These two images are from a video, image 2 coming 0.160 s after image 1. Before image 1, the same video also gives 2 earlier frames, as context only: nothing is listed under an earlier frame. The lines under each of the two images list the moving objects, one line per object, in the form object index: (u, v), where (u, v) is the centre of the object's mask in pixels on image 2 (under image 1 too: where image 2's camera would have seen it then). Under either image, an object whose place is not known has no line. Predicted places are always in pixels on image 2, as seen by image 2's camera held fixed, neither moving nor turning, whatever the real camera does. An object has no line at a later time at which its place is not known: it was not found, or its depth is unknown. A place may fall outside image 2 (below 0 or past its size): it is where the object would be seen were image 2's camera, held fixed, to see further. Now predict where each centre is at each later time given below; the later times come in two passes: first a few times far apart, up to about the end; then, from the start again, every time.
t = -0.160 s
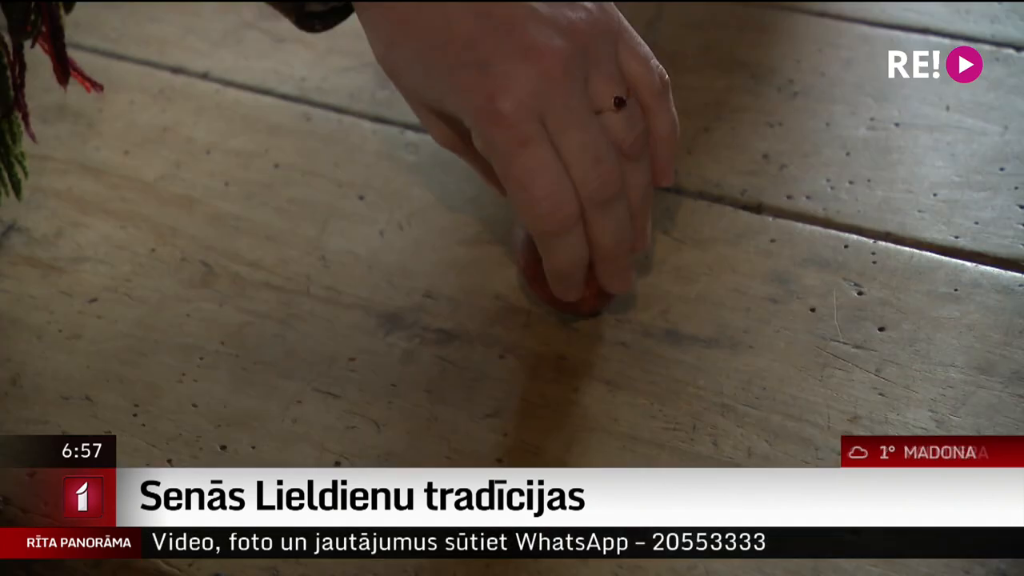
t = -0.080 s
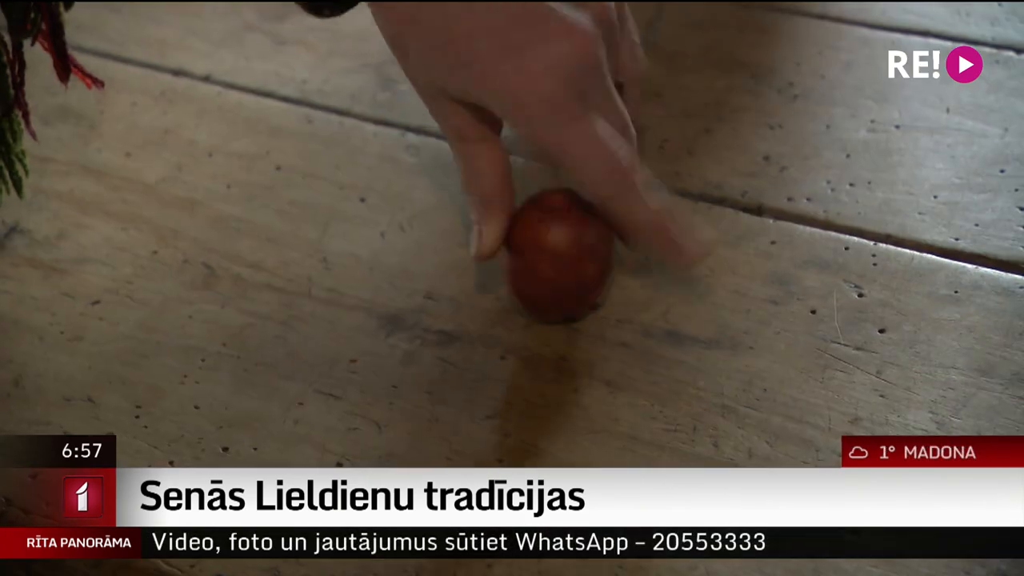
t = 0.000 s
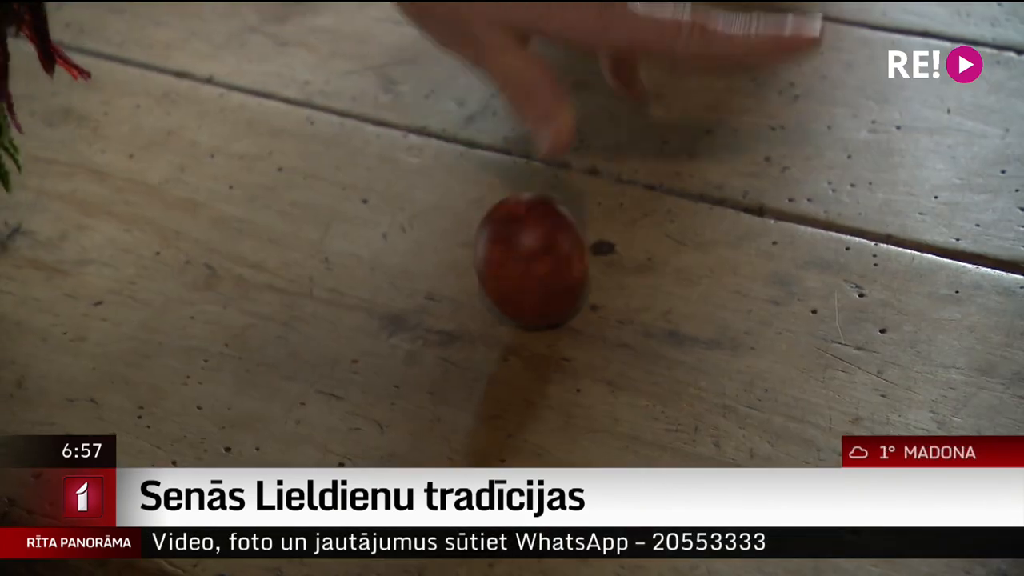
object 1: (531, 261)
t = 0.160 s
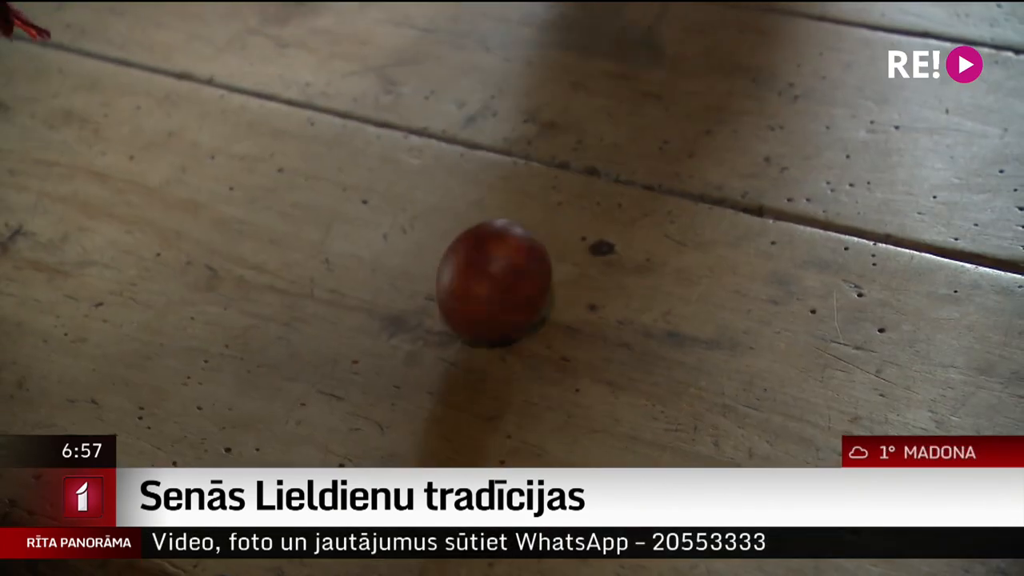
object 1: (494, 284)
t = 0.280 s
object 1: (483, 299)
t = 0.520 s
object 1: (511, 330)
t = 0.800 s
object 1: (575, 325)
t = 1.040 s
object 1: (612, 292)
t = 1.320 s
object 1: (605, 253)
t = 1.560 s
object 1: (559, 238)
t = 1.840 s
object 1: (501, 244)
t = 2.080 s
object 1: (461, 263)
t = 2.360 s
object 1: (406, 290)
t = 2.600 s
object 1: (364, 309)
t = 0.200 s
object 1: (488, 290)
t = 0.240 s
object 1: (485, 295)
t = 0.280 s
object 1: (483, 299)
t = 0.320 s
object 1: (482, 303)
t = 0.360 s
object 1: (485, 309)
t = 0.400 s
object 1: (490, 315)
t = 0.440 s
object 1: (495, 321)
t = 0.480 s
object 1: (502, 327)
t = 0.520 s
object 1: (511, 330)
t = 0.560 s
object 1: (522, 330)
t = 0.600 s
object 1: (530, 328)
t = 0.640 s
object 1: (538, 326)
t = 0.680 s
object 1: (548, 326)
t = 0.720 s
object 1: (557, 326)
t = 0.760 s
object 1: (566, 326)
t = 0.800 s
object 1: (575, 325)
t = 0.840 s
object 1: (586, 318)
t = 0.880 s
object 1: (594, 311)
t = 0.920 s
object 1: (598, 305)
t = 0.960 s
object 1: (603, 299)
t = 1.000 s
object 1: (608, 295)
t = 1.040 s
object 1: (612, 292)
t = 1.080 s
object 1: (616, 289)
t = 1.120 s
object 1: (618, 284)
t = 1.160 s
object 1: (619, 276)
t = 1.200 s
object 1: (615, 271)
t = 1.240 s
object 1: (614, 262)
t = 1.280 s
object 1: (610, 256)
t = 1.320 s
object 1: (605, 253)
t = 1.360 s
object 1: (600, 250)
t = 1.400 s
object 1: (594, 246)
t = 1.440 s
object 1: (585, 243)
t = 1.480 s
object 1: (576, 240)
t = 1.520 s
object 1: (569, 240)
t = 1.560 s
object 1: (559, 238)
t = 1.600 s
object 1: (550, 237)
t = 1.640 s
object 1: (542, 237)
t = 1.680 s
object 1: (536, 237)
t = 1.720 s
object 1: (527, 238)
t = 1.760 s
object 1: (519, 239)
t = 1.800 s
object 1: (510, 242)
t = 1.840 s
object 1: (501, 244)
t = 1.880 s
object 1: (494, 247)
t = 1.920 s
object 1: (489, 248)
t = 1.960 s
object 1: (484, 250)
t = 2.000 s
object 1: (476, 253)
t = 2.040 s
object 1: (468, 258)
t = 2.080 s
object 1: (461, 263)
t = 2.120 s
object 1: (451, 265)
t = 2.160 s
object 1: (443, 269)
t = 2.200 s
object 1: (436, 272)
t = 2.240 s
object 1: (430, 276)
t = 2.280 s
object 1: (422, 281)
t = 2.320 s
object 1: (414, 286)
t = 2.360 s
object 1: (406, 290)
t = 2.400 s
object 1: (397, 295)
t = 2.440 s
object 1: (392, 296)
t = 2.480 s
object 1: (386, 298)
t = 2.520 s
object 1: (379, 302)
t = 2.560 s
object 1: (370, 306)
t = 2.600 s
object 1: (364, 309)
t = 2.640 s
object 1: (354, 310)
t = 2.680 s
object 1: (345, 312)
